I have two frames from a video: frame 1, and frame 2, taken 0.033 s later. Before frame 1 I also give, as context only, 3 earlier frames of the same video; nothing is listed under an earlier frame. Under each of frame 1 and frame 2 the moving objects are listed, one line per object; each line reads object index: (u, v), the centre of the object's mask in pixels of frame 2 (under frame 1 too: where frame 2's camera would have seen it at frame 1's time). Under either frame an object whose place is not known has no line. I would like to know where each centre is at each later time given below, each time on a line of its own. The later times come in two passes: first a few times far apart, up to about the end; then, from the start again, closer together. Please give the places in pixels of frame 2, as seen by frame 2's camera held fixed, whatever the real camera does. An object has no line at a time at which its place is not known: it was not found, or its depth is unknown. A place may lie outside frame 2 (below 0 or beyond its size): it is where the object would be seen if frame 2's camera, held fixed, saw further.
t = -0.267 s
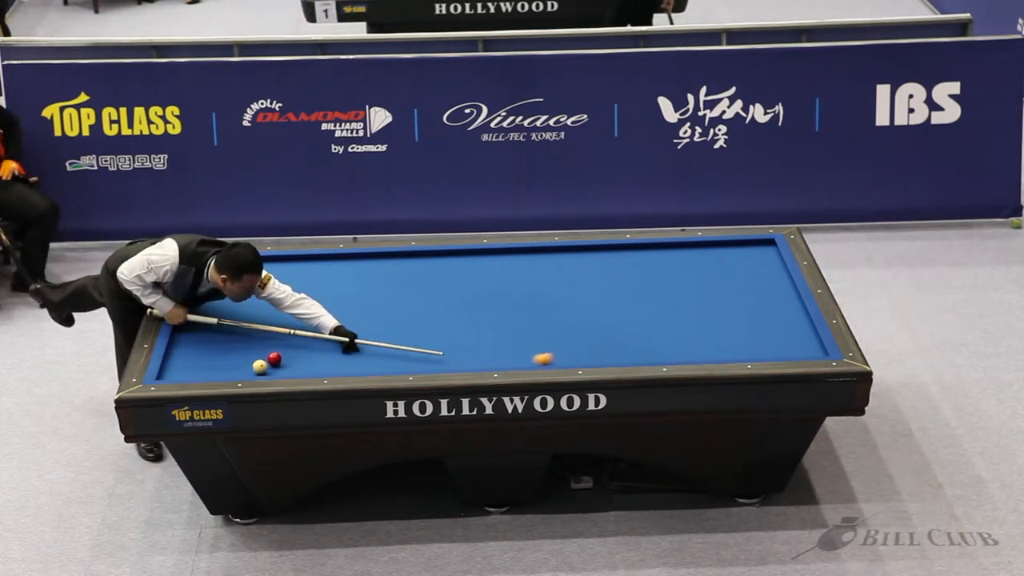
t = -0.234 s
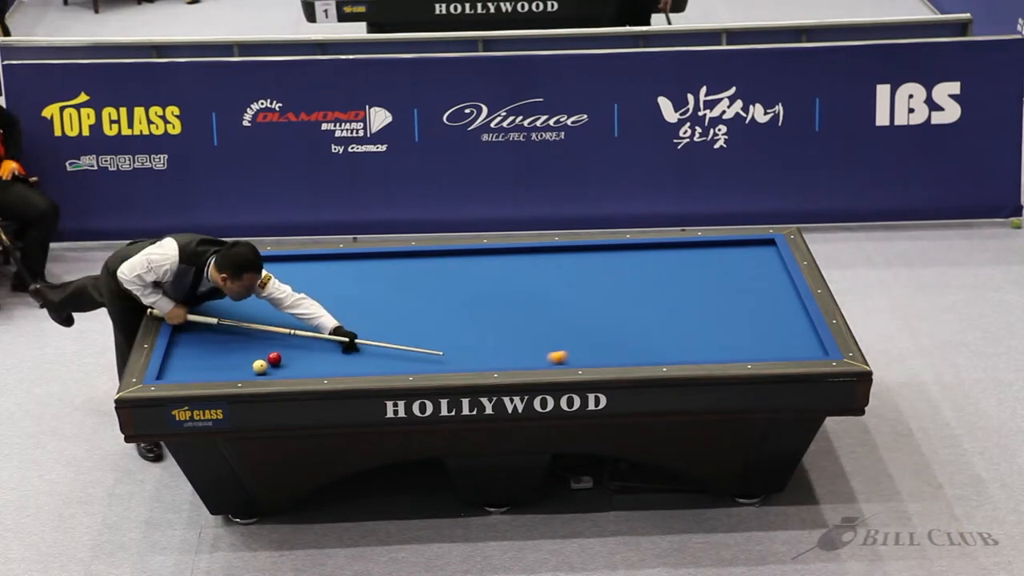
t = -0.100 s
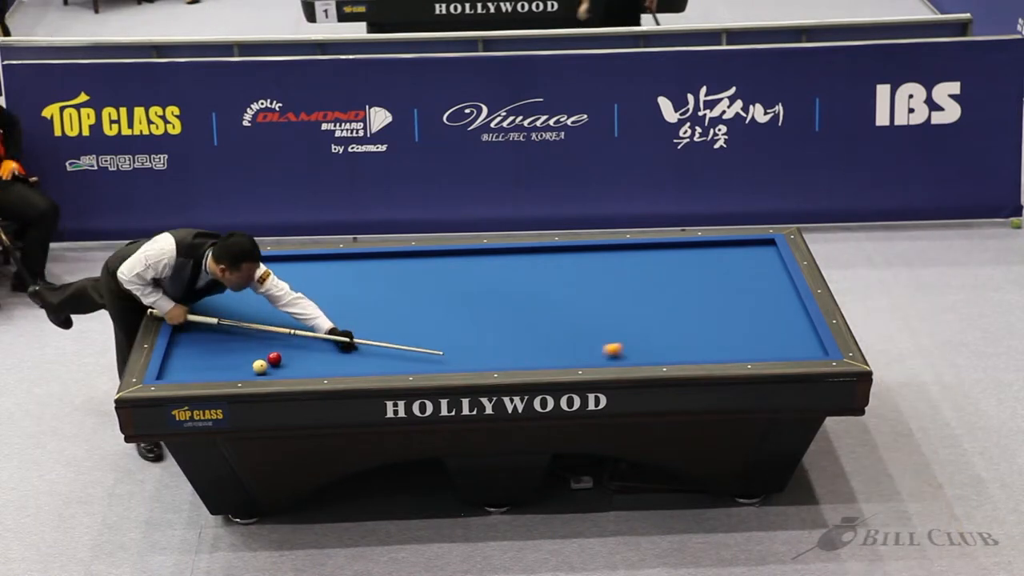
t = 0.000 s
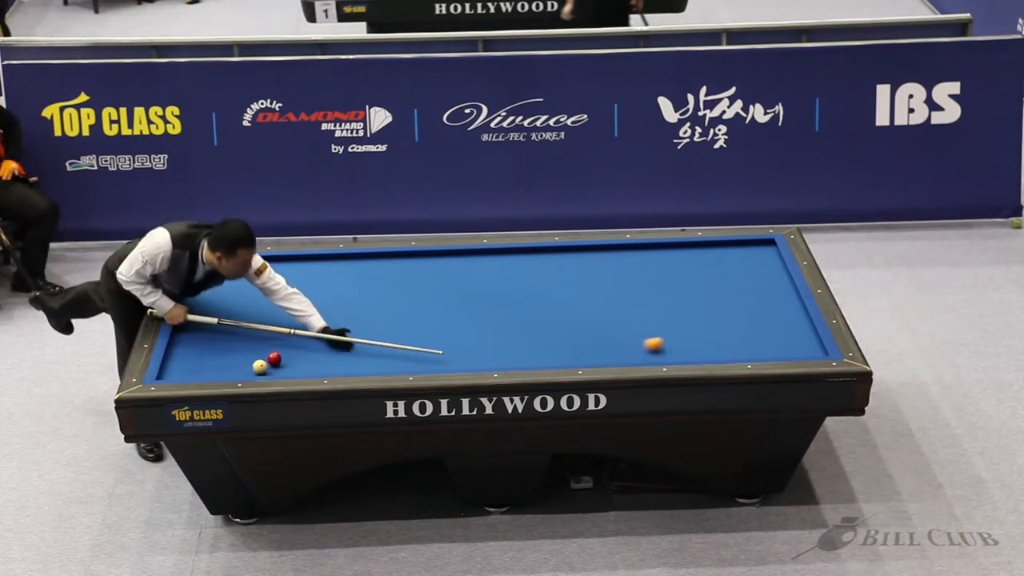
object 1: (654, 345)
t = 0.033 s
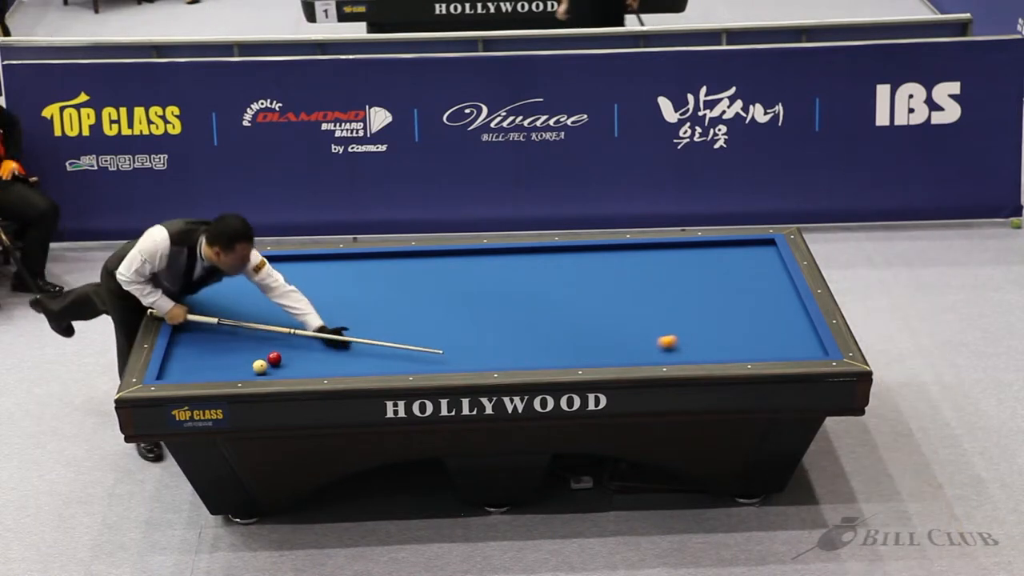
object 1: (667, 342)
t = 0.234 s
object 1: (747, 332)
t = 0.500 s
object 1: (767, 315)
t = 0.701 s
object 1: (707, 303)
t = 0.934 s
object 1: (653, 289)
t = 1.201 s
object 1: (593, 275)
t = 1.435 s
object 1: (545, 263)
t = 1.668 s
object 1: (497, 251)
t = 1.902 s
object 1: (457, 261)
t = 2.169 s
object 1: (411, 272)
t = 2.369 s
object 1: (375, 280)
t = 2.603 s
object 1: (334, 289)
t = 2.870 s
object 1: (286, 300)
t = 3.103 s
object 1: (244, 309)
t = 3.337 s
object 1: (201, 319)
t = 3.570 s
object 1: (193, 329)
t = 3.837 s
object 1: (217, 339)
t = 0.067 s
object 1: (681, 341)
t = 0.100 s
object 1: (694, 339)
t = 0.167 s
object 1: (721, 335)
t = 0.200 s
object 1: (734, 333)
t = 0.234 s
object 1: (747, 332)
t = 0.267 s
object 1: (760, 330)
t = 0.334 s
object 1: (786, 326)
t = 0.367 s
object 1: (799, 324)
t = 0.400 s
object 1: (803, 322)
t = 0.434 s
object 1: (790, 320)
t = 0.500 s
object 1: (767, 315)
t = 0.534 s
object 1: (755, 313)
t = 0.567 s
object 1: (744, 311)
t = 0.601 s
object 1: (734, 309)
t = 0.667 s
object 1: (716, 305)
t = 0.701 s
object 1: (707, 303)
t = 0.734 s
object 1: (700, 301)
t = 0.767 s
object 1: (691, 299)
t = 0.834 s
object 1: (676, 295)
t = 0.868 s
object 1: (668, 293)
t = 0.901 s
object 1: (660, 291)
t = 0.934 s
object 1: (653, 289)
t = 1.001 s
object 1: (637, 286)
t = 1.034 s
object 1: (630, 284)
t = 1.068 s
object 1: (623, 282)
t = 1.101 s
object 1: (615, 280)
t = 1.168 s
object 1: (601, 277)
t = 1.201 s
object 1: (593, 275)
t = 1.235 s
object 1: (587, 273)
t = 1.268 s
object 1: (579, 271)
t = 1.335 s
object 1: (565, 268)
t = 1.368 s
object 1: (558, 266)
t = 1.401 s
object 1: (551, 264)
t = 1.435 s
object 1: (545, 263)
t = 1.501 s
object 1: (531, 259)
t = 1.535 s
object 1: (524, 257)
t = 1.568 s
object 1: (517, 256)
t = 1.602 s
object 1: (510, 254)
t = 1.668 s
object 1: (497, 251)
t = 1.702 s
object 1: (492, 253)
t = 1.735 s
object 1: (486, 254)
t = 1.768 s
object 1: (480, 256)
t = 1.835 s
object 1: (469, 258)
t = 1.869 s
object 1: (463, 260)
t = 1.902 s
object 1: (457, 261)
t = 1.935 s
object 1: (452, 263)
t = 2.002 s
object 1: (440, 265)
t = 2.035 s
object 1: (434, 267)
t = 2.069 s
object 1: (428, 268)
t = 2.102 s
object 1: (422, 269)
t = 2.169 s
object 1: (411, 272)
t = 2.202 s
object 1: (405, 273)
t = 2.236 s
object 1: (399, 275)
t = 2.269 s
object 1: (393, 276)
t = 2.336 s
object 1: (381, 278)
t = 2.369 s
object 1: (375, 280)
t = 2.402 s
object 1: (369, 281)
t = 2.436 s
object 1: (363, 282)
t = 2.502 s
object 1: (352, 285)
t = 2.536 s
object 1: (346, 286)
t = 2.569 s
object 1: (340, 288)
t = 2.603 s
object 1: (334, 289)
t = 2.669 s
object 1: (322, 292)
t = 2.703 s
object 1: (316, 293)
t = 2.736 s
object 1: (310, 295)
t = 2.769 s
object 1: (304, 296)
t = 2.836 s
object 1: (292, 299)
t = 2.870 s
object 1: (286, 300)
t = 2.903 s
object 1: (280, 301)
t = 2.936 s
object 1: (274, 303)
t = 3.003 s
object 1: (262, 305)
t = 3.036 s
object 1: (256, 306)
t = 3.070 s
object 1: (250, 308)
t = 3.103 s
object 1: (244, 309)
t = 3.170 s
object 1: (232, 312)
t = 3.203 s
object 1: (226, 314)
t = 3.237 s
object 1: (220, 315)
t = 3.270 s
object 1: (213, 316)
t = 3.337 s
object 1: (201, 319)
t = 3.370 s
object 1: (195, 321)
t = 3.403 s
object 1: (189, 322)
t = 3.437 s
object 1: (182, 323)
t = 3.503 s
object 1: (186, 326)
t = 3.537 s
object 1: (190, 327)
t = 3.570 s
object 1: (193, 329)
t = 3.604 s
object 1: (196, 330)
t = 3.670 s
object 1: (202, 332)
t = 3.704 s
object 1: (205, 334)
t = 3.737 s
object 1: (208, 335)
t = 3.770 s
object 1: (211, 337)
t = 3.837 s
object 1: (217, 339)
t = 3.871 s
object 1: (220, 340)
